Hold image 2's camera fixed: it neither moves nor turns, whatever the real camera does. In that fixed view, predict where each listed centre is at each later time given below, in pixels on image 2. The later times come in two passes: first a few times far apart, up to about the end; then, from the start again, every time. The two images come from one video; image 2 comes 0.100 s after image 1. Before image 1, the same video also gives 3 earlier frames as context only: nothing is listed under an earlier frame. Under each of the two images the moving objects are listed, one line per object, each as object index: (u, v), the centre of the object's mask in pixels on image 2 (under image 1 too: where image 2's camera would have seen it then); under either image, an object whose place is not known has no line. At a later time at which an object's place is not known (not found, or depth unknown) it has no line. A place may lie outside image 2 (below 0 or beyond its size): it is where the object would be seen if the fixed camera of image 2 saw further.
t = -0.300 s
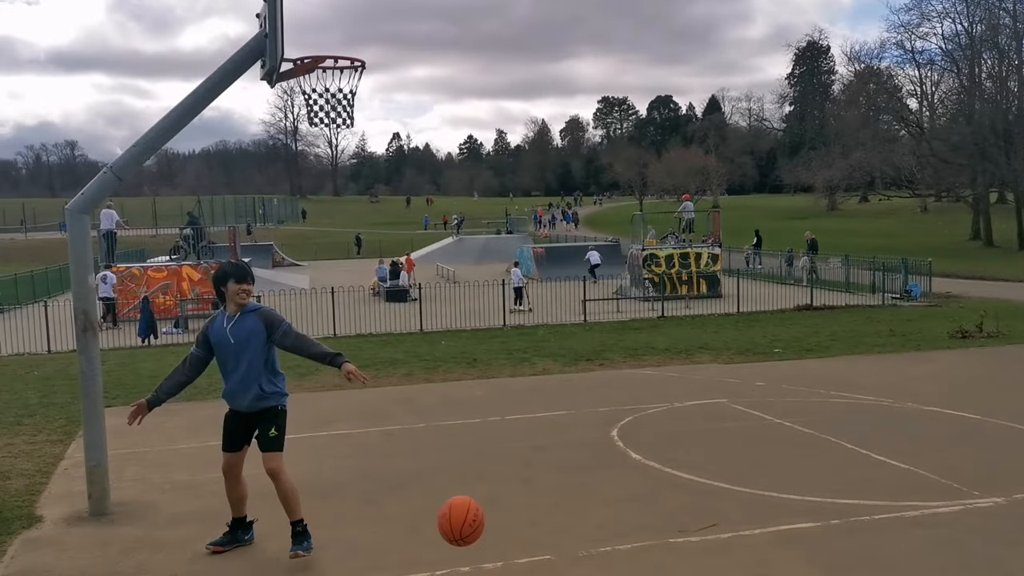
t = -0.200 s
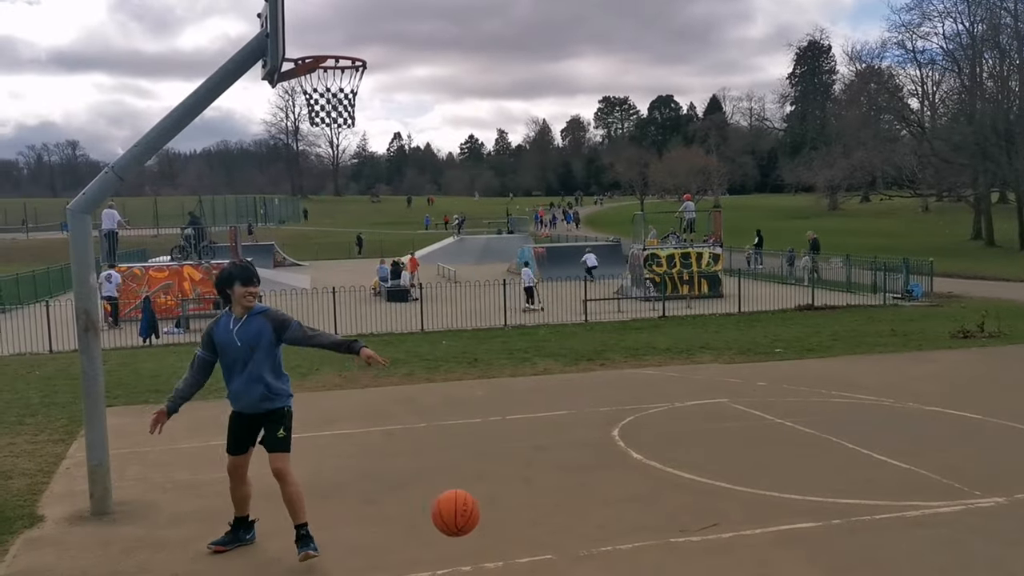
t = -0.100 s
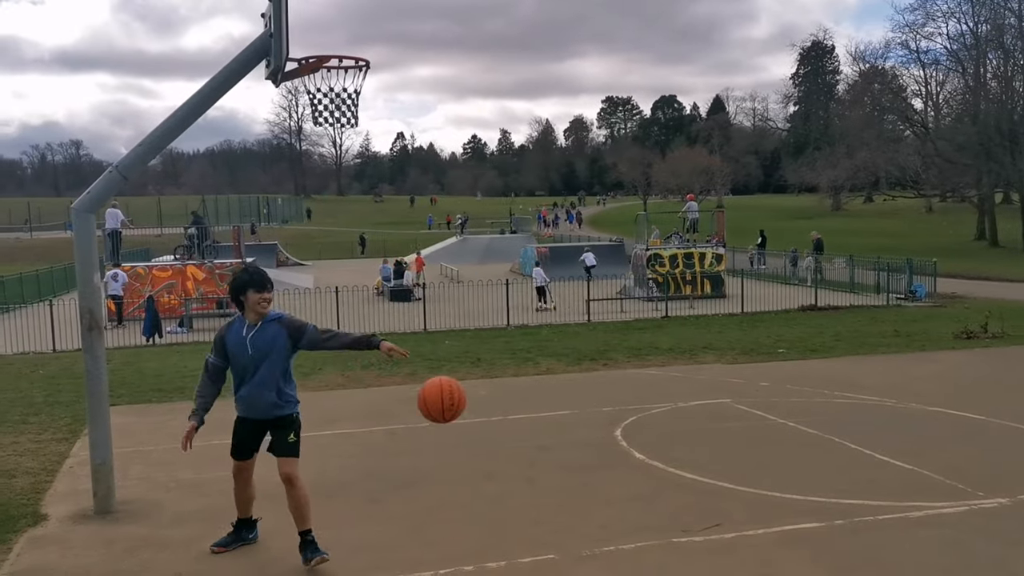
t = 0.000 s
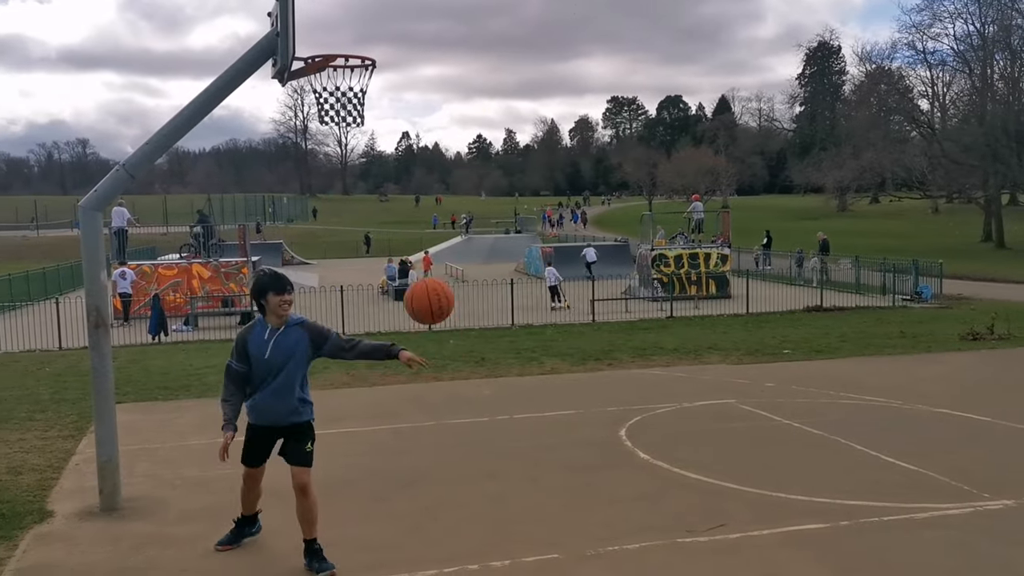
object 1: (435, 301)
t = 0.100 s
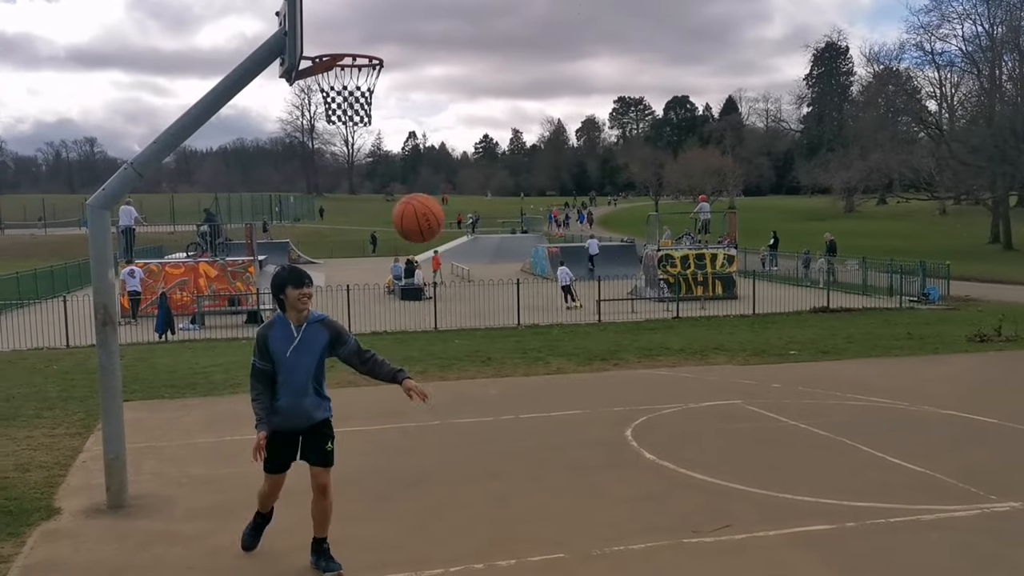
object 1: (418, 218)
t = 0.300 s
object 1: (380, 105)
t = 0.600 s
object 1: (320, 87)
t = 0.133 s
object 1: (412, 194)
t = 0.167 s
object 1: (406, 173)
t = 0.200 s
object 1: (400, 153)
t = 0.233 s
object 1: (393, 135)
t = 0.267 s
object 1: (387, 118)
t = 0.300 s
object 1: (380, 105)
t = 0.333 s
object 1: (374, 93)
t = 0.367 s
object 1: (367, 83)
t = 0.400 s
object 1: (360, 76)
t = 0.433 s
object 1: (353, 72)
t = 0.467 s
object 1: (347, 69)
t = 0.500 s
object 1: (340, 70)
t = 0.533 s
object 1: (333, 73)
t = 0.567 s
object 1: (326, 79)
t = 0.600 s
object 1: (320, 87)
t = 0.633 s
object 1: (313, 98)
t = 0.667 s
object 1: (306, 112)
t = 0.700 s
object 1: (298, 128)
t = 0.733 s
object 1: (292, 148)
